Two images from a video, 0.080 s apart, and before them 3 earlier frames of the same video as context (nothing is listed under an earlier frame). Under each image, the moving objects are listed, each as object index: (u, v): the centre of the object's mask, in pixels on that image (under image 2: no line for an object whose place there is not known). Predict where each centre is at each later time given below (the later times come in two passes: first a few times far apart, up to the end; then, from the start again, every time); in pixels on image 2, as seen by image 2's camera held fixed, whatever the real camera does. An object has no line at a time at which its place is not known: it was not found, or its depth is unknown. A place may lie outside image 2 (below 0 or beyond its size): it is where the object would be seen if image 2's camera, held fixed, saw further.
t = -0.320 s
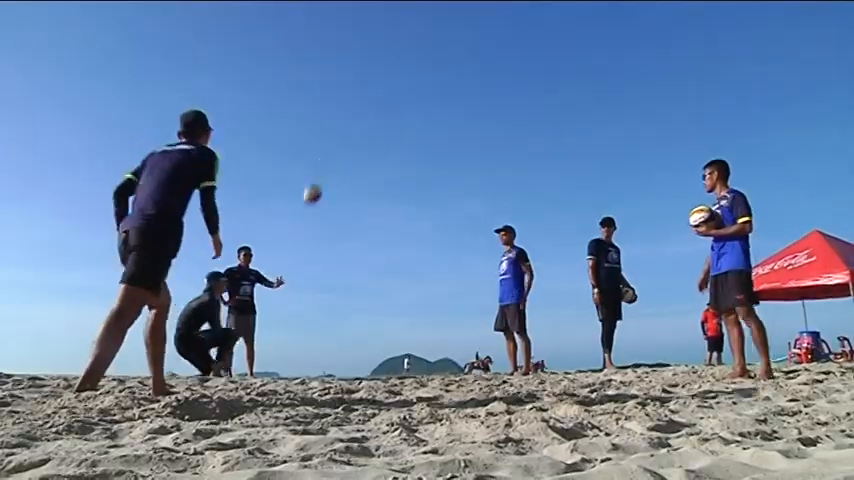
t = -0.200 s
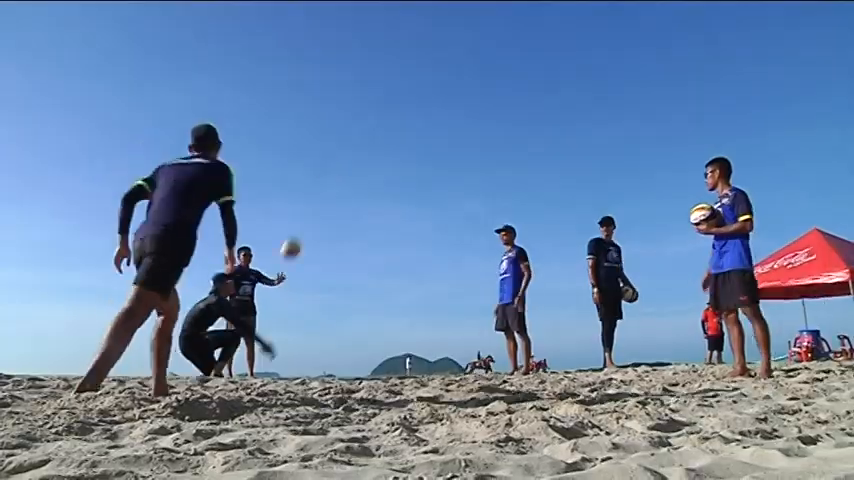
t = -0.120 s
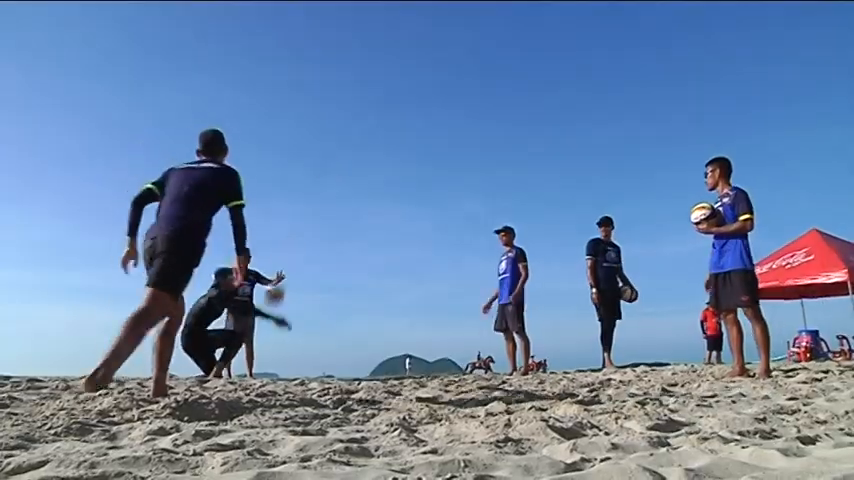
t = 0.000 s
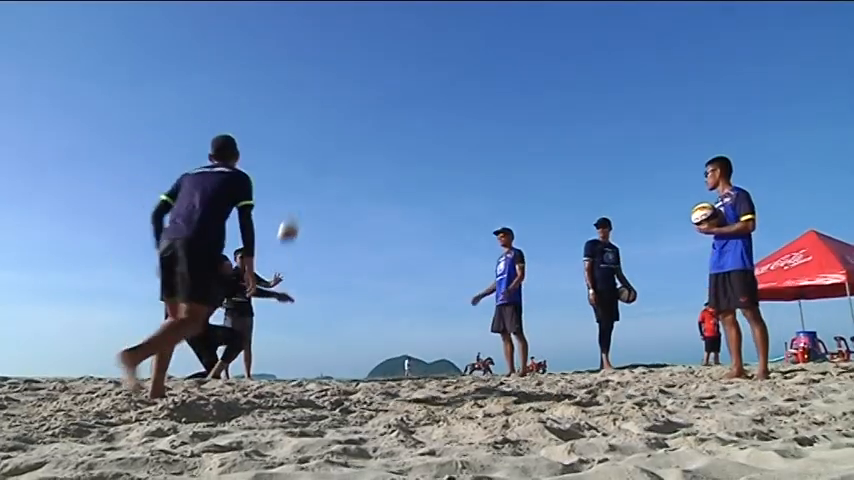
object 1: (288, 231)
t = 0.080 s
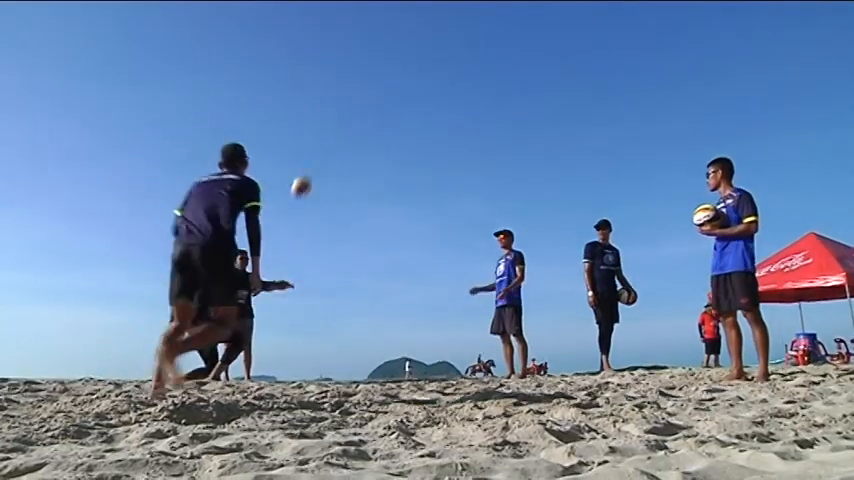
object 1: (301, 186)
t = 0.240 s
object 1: (326, 114)
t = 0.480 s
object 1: (357, 57)
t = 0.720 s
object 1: (383, 48)
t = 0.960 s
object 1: (406, 82)
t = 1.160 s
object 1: (423, 146)
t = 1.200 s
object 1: (427, 162)
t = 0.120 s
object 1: (307, 165)
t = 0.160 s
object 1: (313, 146)
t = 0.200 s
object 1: (319, 130)
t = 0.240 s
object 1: (326, 114)
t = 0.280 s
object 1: (331, 101)
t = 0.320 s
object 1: (337, 89)
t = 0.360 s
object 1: (342, 79)
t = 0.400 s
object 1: (348, 70)
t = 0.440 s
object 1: (353, 63)
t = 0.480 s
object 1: (357, 57)
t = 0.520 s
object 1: (363, 52)
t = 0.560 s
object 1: (367, 49)
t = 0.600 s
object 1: (371, 47)
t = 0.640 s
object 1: (375, 46)
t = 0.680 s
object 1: (379, 46)
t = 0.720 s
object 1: (383, 48)
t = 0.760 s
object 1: (387, 51)
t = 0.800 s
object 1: (391, 55)
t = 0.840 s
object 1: (395, 59)
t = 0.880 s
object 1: (398, 66)
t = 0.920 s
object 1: (402, 73)
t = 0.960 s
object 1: (406, 82)
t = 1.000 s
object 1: (409, 92)
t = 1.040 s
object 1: (413, 103)
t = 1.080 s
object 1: (417, 116)
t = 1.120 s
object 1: (420, 130)
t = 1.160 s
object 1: (423, 146)
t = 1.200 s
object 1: (427, 162)
